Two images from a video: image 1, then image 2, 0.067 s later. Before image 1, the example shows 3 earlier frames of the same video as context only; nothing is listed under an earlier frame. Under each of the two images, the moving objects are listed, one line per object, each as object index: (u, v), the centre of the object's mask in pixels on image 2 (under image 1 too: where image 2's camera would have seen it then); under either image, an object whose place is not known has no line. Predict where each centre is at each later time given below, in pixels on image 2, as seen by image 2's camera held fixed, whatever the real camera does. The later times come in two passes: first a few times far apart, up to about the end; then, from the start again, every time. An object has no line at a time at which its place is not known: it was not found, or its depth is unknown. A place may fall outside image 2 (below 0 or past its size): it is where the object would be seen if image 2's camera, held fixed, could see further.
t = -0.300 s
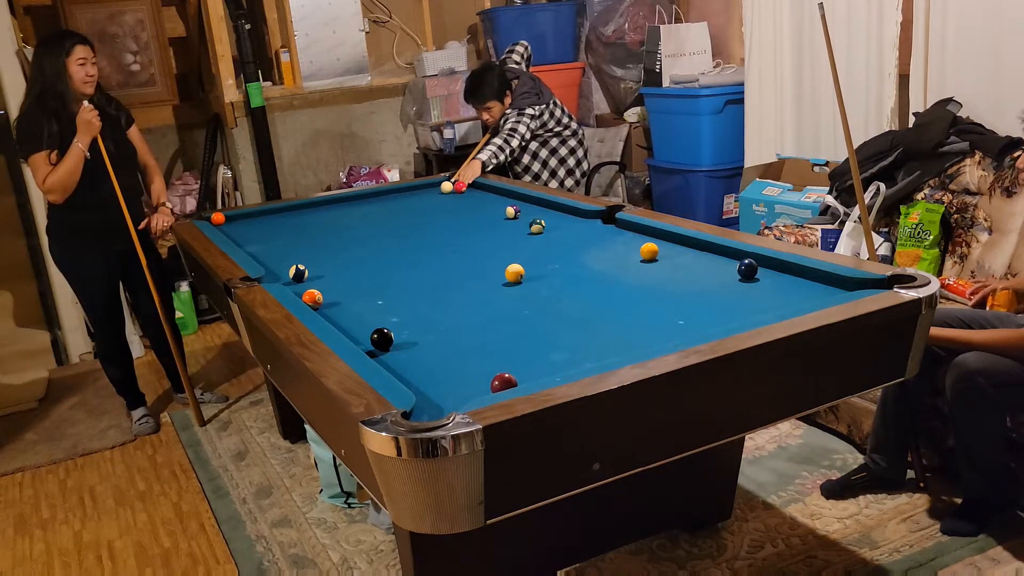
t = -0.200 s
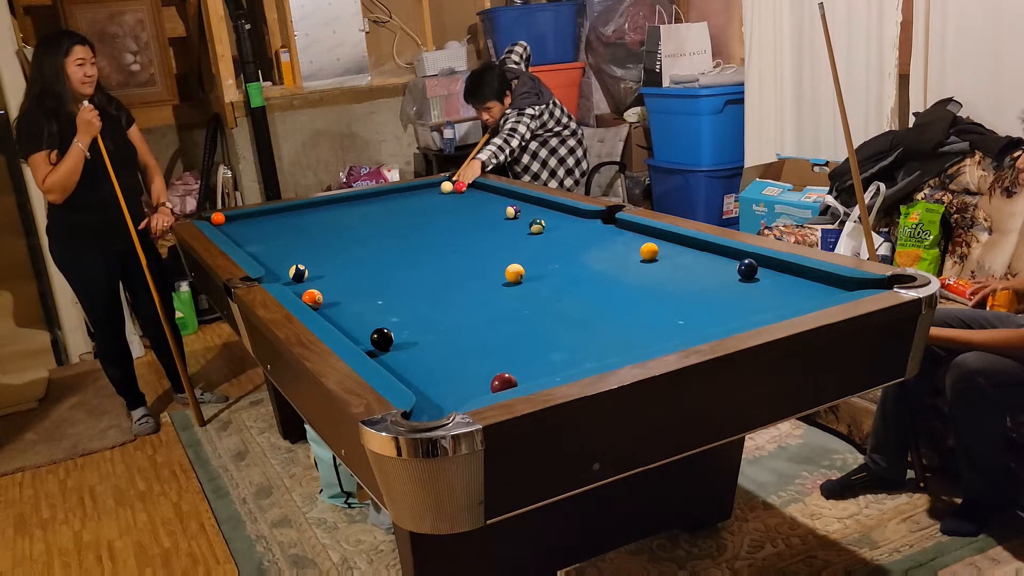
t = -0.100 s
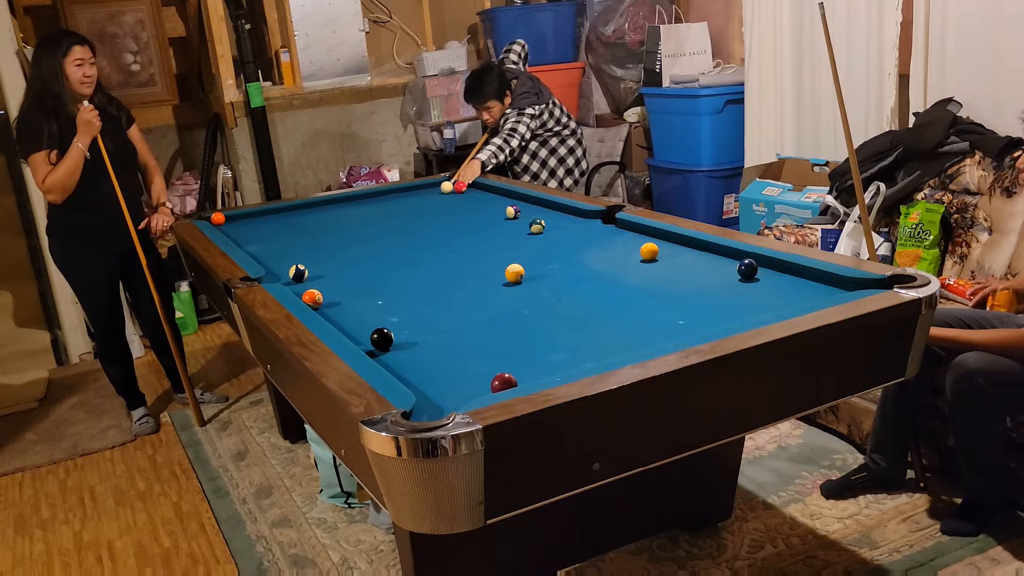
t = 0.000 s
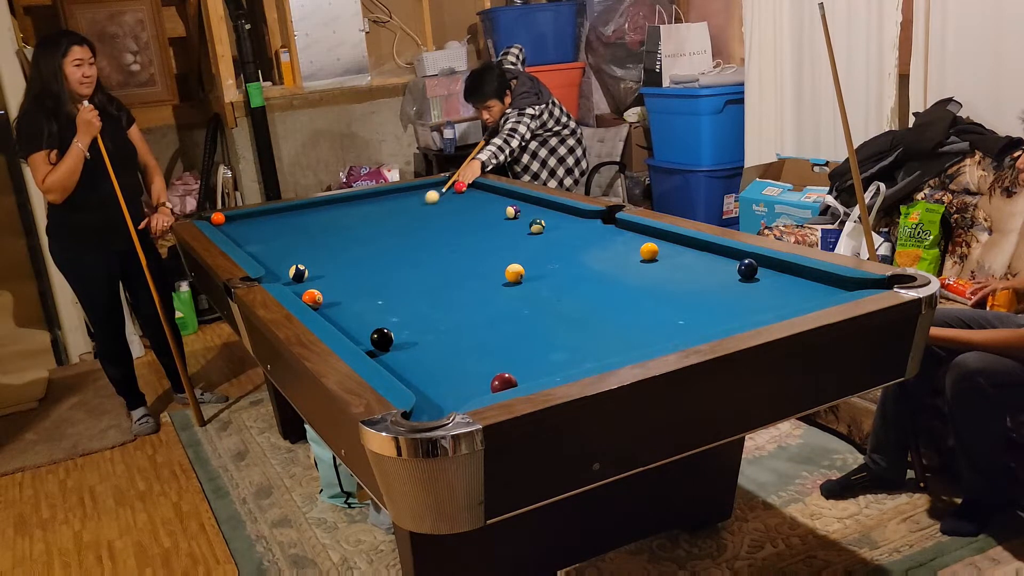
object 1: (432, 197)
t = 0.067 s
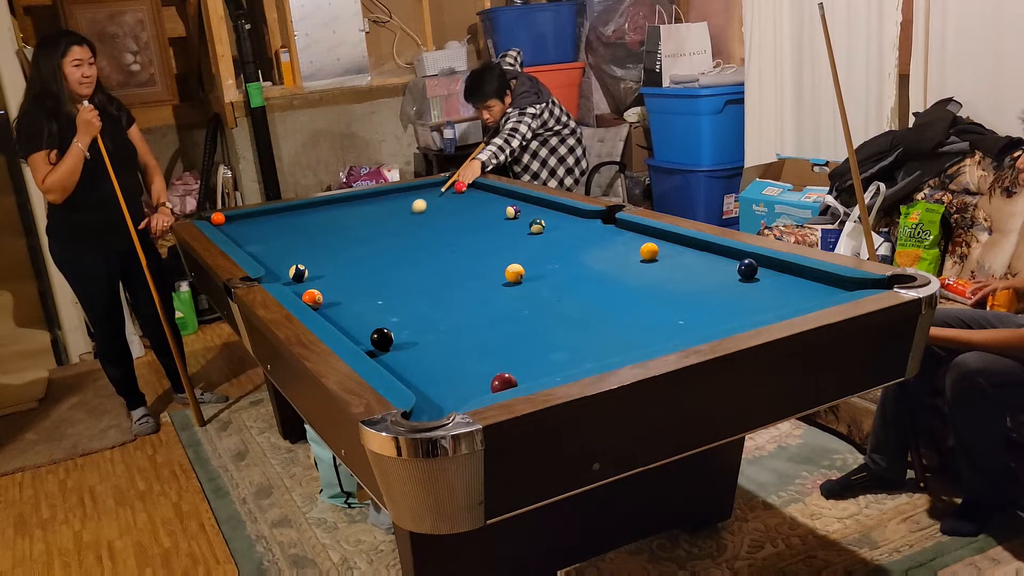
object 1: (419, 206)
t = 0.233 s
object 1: (386, 229)
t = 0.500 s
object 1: (329, 267)
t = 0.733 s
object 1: (337, 293)
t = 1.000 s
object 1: (425, 309)
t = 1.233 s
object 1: (512, 326)
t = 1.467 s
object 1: (613, 345)
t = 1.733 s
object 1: (637, 324)
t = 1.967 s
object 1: (640, 303)
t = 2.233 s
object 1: (643, 283)
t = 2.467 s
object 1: (645, 267)
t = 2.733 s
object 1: (647, 256)
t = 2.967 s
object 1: (646, 253)
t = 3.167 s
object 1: (646, 252)
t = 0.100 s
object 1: (412, 210)
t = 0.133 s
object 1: (406, 215)
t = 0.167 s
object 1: (399, 219)
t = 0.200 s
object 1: (392, 224)
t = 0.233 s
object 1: (386, 229)
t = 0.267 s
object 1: (379, 233)
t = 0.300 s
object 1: (372, 238)
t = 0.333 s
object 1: (365, 243)
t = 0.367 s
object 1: (358, 247)
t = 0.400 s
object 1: (351, 252)
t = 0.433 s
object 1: (344, 257)
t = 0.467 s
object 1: (337, 262)
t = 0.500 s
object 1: (329, 267)
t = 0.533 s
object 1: (320, 273)
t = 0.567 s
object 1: (312, 279)
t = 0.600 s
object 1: (303, 284)
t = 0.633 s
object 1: (298, 287)
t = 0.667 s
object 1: (311, 287)
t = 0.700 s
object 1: (327, 291)
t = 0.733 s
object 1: (337, 293)
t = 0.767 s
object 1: (348, 295)
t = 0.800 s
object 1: (359, 296)
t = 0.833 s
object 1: (369, 298)
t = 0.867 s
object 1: (380, 301)
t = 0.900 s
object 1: (391, 302)
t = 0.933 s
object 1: (402, 305)
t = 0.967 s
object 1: (413, 307)
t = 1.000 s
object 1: (425, 309)
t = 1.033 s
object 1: (436, 311)
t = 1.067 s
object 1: (448, 313)
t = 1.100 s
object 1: (460, 315)
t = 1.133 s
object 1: (473, 318)
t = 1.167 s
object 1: (485, 320)
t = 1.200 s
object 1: (498, 323)
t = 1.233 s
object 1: (512, 326)
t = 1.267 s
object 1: (525, 328)
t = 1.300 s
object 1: (539, 331)
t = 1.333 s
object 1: (553, 333)
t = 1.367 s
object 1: (567, 336)
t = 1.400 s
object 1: (583, 339)
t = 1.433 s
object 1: (598, 342)
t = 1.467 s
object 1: (613, 345)
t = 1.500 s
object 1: (628, 346)
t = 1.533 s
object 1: (638, 344)
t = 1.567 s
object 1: (637, 342)
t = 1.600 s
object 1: (637, 339)
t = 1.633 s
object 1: (636, 335)
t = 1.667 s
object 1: (637, 331)
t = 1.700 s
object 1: (637, 328)
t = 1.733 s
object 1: (637, 324)
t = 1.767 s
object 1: (638, 321)
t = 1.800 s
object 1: (638, 318)
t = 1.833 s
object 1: (639, 315)
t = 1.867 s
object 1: (639, 312)
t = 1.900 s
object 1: (639, 309)
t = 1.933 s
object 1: (640, 306)
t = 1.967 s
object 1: (640, 303)
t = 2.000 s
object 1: (640, 300)
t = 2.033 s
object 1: (641, 298)
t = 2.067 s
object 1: (641, 295)
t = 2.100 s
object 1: (641, 292)
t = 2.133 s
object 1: (642, 290)
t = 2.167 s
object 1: (642, 287)
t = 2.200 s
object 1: (642, 285)
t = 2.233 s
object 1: (643, 283)
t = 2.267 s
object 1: (643, 280)
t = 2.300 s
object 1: (643, 278)
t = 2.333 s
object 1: (644, 276)
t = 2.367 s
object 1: (644, 274)
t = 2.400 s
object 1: (644, 272)
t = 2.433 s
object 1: (645, 269)
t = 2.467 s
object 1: (645, 267)
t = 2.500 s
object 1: (645, 265)
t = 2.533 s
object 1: (646, 264)
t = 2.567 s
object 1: (646, 262)
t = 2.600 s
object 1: (646, 260)
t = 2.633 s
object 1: (647, 258)
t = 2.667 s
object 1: (647, 257)
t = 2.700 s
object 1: (647, 256)
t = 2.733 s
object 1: (647, 256)
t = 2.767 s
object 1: (647, 255)
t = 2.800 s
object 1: (647, 255)
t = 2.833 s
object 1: (647, 255)
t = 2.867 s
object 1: (647, 254)
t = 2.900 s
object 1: (647, 254)
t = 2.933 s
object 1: (647, 253)
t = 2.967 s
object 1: (646, 253)
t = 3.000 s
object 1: (646, 253)
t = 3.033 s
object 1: (646, 252)
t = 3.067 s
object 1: (646, 252)
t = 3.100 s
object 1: (646, 252)
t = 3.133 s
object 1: (646, 252)
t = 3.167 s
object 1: (646, 252)
